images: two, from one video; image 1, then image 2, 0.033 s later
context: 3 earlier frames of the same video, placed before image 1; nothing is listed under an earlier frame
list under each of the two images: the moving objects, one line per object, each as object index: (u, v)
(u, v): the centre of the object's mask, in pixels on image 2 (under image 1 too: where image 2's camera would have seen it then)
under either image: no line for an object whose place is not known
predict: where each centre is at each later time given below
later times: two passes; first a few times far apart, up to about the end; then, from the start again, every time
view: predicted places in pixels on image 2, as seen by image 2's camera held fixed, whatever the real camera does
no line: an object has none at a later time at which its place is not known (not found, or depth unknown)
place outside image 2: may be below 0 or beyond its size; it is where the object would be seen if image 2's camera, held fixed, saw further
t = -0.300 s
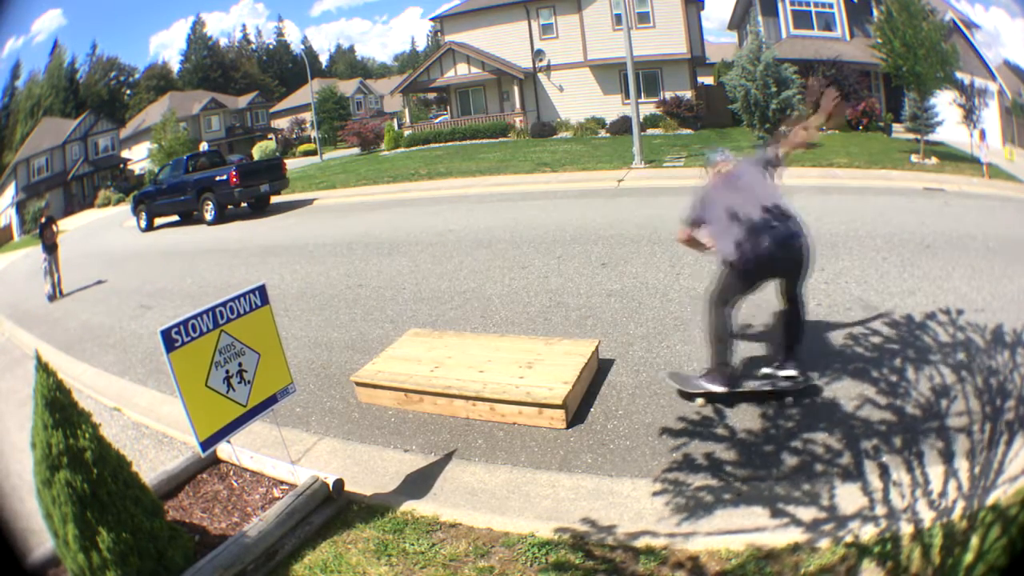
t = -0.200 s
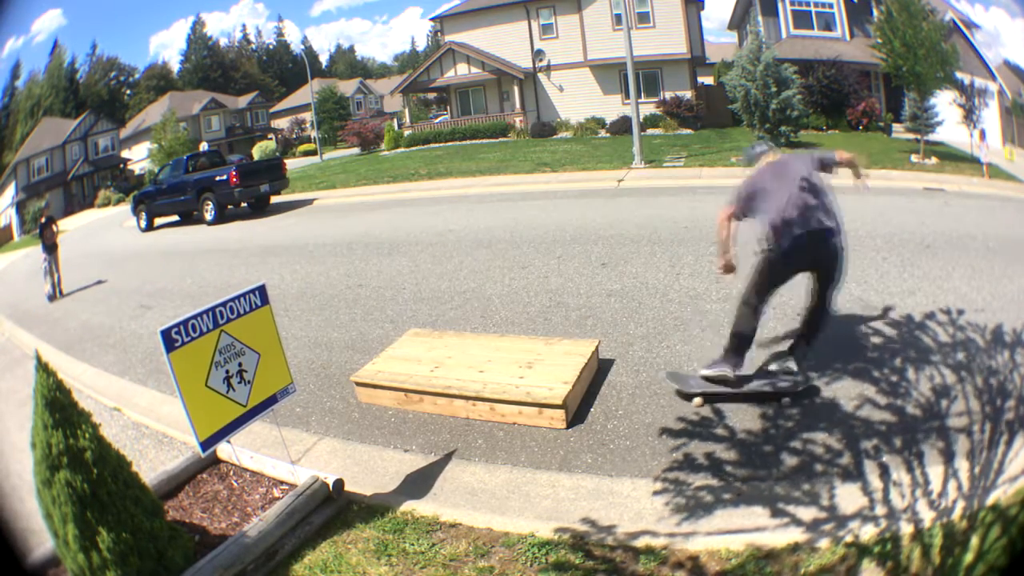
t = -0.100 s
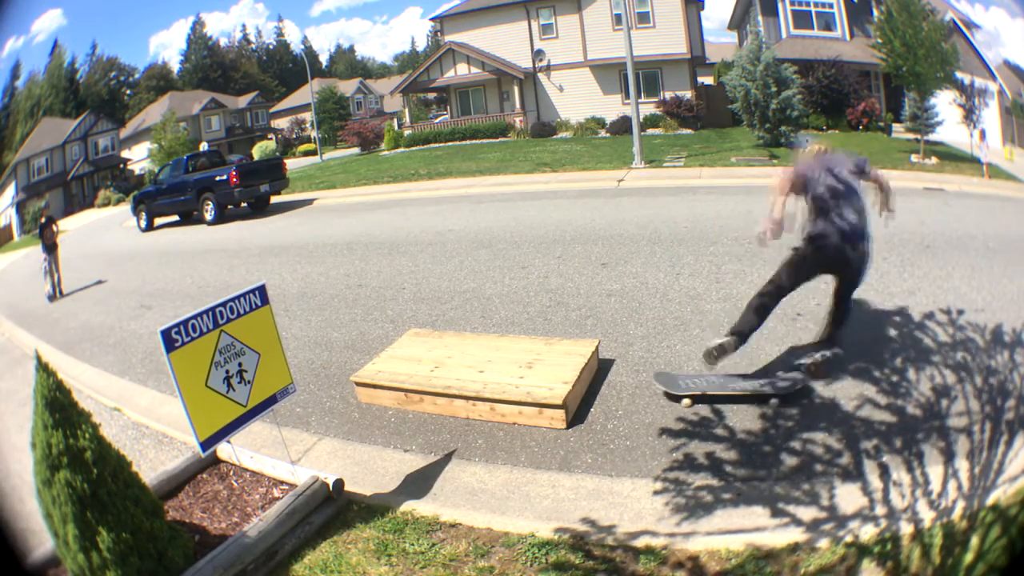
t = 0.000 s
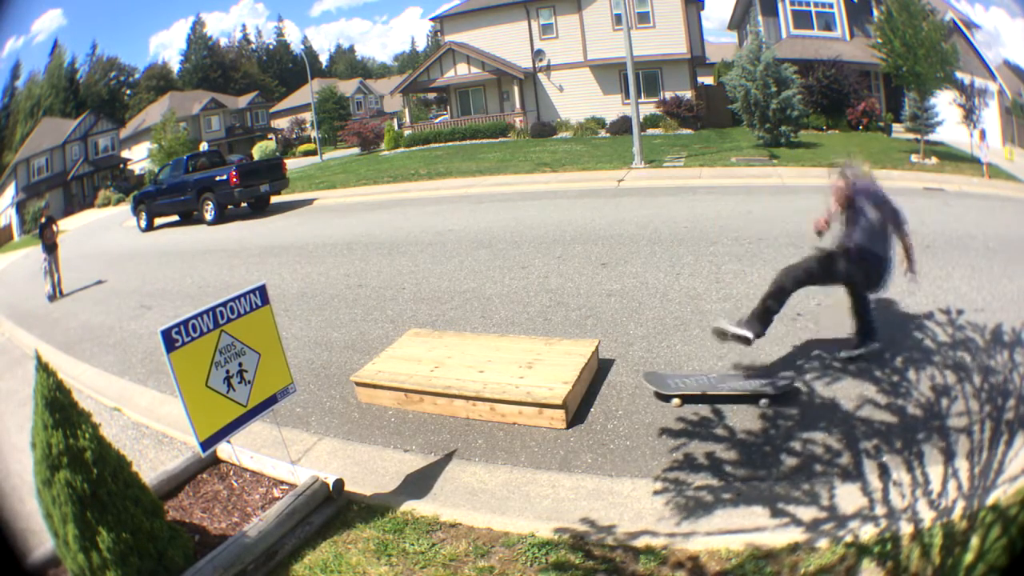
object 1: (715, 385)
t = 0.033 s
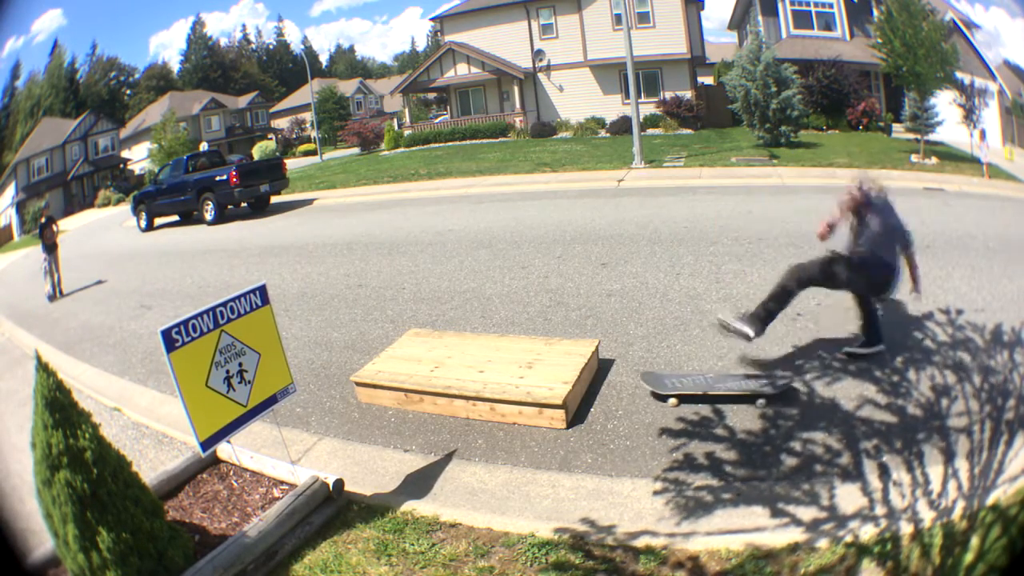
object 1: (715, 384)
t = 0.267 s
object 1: (695, 384)
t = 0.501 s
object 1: (678, 384)
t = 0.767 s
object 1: (664, 384)
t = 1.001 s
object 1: (664, 384)
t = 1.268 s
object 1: (666, 384)
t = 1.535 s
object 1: (666, 384)
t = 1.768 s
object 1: (666, 384)
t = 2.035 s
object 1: (666, 384)
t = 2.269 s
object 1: (666, 384)
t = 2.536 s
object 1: (666, 384)
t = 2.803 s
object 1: (666, 384)
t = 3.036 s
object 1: (666, 384)
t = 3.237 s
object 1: (666, 384)
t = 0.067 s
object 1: (709, 384)
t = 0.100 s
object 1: (708, 385)
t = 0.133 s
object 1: (705, 385)
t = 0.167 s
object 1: (702, 384)
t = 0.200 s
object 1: (700, 385)
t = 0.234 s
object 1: (696, 384)
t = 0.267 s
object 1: (695, 384)
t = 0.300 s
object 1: (692, 384)
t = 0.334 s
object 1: (690, 384)
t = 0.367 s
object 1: (688, 384)
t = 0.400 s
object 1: (685, 384)
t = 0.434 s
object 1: (682, 384)
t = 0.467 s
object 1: (680, 384)
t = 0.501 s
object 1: (678, 384)
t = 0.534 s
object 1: (676, 384)
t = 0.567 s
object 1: (673, 384)
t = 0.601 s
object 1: (672, 384)
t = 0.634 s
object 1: (671, 384)
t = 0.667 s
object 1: (669, 384)
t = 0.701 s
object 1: (667, 384)
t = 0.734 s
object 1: (666, 384)
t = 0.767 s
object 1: (664, 384)
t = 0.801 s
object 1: (663, 384)
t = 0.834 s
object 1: (662, 384)
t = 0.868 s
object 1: (662, 384)
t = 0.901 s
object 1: (663, 384)
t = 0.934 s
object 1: (663, 384)
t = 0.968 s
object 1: (663, 384)
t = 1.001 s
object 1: (664, 384)
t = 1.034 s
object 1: (664, 384)
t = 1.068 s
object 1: (665, 384)
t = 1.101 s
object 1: (665, 384)
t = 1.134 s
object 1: (665, 384)
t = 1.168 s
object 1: (665, 384)
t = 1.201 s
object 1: (665, 384)
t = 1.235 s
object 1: (666, 384)
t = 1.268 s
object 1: (666, 384)
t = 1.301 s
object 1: (666, 384)
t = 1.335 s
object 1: (666, 384)
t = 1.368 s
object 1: (666, 384)
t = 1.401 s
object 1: (666, 384)
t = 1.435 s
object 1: (666, 384)
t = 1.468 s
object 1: (666, 384)
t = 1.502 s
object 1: (666, 384)
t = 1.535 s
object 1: (666, 384)
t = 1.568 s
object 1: (666, 384)
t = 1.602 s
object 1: (666, 384)
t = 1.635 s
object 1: (666, 384)
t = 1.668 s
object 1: (666, 384)
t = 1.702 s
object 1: (666, 384)
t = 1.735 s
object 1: (666, 384)
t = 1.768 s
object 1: (666, 384)
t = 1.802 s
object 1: (666, 384)
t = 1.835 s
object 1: (666, 384)
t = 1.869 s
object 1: (666, 384)
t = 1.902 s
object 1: (666, 384)
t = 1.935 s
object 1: (666, 384)
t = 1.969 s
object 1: (666, 384)
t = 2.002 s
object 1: (666, 384)
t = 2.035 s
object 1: (666, 384)
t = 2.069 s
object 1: (666, 384)
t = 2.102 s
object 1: (666, 384)
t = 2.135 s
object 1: (666, 384)
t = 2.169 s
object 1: (666, 384)
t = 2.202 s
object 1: (666, 384)
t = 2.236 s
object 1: (666, 384)
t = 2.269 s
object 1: (666, 384)
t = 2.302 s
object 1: (665, 384)
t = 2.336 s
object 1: (666, 384)
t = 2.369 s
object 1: (666, 384)
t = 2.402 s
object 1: (666, 384)
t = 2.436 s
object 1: (666, 384)
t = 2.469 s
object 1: (666, 384)
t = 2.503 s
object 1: (666, 384)
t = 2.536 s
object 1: (666, 384)
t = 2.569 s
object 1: (666, 384)
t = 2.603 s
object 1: (666, 384)
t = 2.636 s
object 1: (666, 384)
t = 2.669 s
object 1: (666, 384)
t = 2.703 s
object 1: (666, 384)
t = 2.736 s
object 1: (666, 384)
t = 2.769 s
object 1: (666, 384)
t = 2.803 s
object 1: (666, 384)
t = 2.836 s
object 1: (666, 384)
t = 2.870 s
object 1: (666, 384)
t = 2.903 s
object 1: (666, 384)
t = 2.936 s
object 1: (666, 384)
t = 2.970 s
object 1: (666, 384)
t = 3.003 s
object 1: (666, 384)
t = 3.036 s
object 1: (666, 384)
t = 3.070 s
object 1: (666, 384)
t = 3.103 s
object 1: (666, 384)
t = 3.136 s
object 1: (666, 384)
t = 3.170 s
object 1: (666, 384)
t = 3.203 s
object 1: (666, 384)
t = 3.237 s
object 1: (666, 384)
